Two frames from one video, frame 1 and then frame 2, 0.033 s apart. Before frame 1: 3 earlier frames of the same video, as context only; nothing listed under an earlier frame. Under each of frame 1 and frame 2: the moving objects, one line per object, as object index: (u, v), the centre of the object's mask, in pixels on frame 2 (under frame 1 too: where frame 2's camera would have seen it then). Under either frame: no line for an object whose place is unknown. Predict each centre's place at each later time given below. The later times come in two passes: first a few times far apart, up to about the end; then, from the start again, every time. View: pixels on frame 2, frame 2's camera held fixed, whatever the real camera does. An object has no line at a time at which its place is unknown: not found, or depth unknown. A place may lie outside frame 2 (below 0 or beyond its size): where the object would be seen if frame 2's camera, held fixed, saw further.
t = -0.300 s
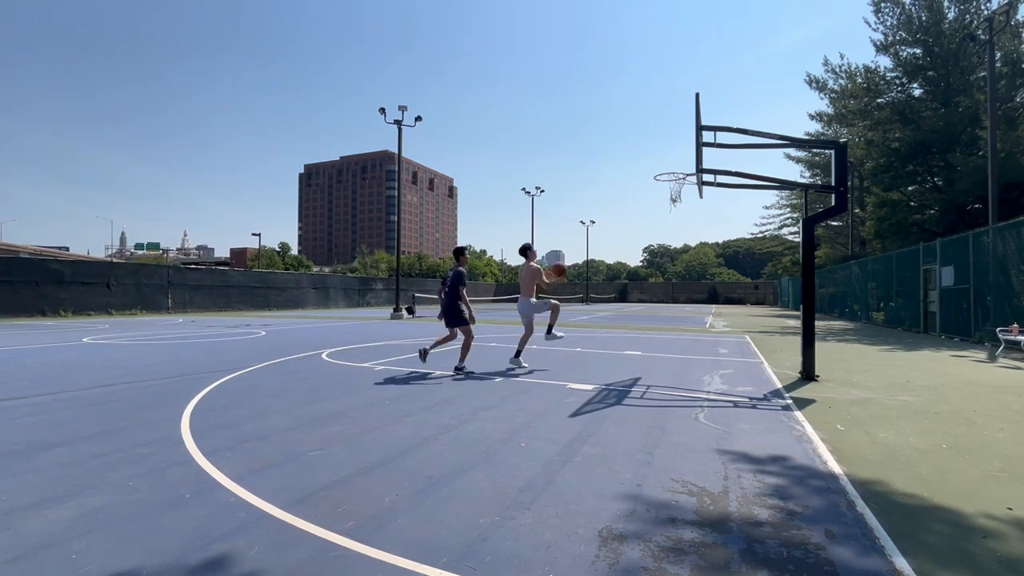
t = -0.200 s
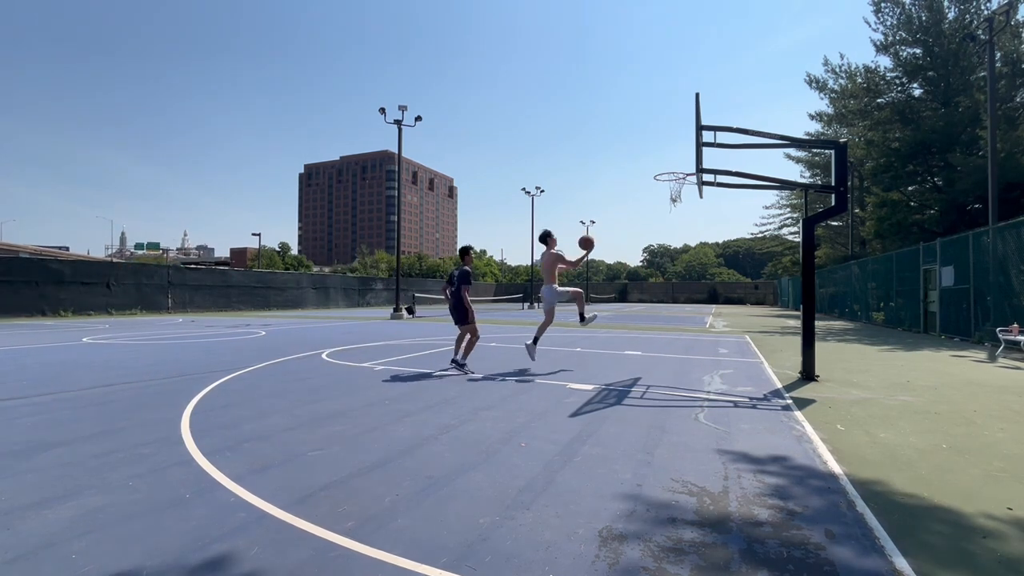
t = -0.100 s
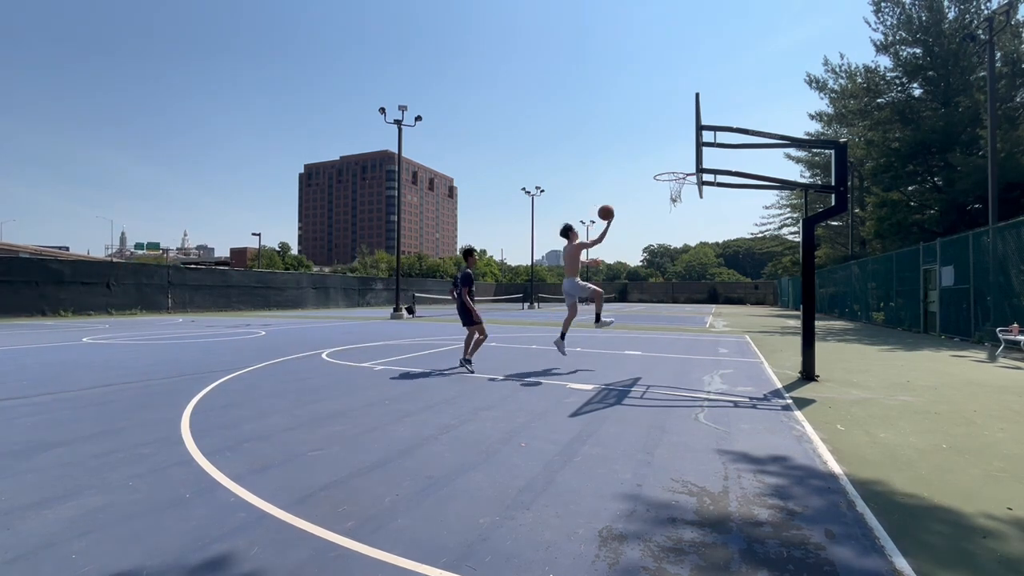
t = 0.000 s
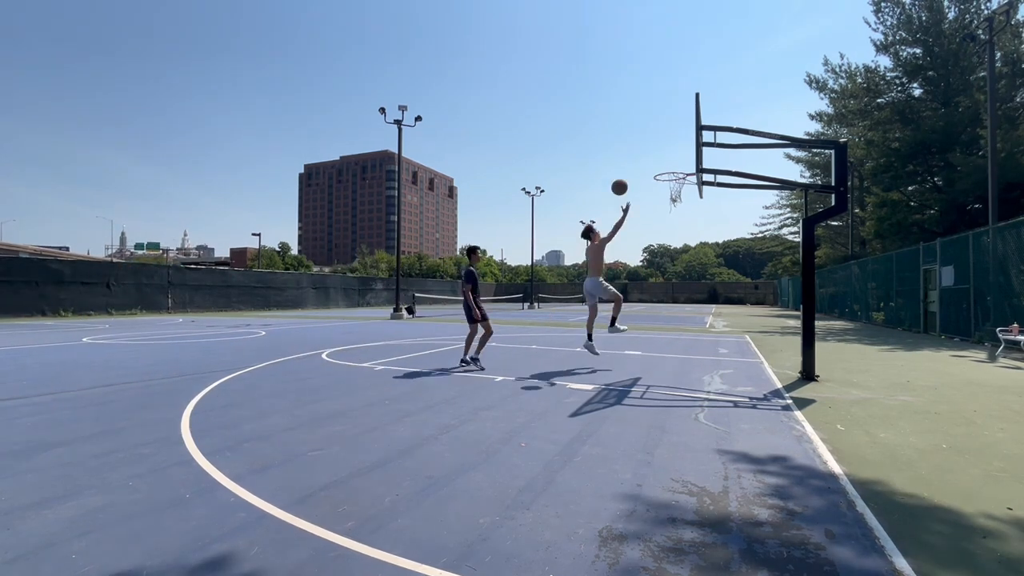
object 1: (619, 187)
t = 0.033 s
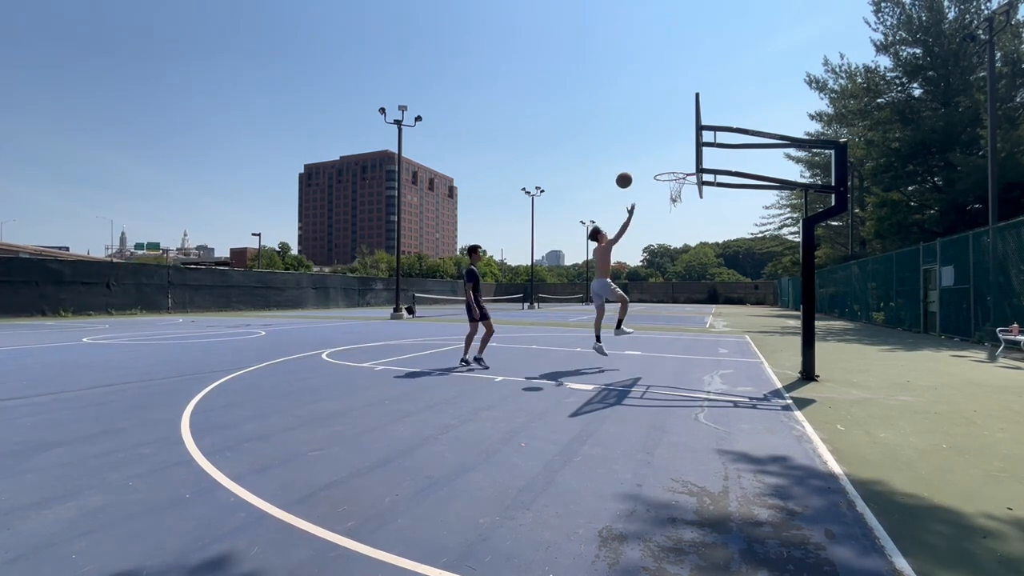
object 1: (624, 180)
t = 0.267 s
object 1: (655, 151)
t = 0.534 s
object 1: (687, 161)
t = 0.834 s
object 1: (663, 163)
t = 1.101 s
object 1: (645, 169)
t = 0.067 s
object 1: (628, 174)
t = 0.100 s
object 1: (633, 168)
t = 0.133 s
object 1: (637, 163)
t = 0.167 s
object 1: (642, 159)
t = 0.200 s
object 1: (646, 156)
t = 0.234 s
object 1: (651, 153)
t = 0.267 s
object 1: (655, 151)
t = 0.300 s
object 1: (660, 150)
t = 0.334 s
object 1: (664, 150)
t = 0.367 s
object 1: (669, 150)
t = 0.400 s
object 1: (673, 151)
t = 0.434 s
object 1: (678, 152)
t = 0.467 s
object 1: (682, 155)
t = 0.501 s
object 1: (686, 158)
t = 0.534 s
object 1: (687, 161)
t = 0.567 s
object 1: (684, 164)
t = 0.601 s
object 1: (681, 163)
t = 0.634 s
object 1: (679, 161)
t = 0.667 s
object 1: (676, 159)
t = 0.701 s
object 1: (673, 158)
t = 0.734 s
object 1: (671, 158)
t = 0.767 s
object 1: (668, 159)
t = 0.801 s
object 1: (666, 161)
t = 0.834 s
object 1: (663, 163)
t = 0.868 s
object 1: (660, 165)
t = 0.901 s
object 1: (658, 166)
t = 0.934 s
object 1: (656, 165)
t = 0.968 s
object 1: (653, 164)
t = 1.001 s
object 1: (651, 164)
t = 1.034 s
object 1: (649, 165)
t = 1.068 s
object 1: (647, 166)
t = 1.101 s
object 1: (645, 169)
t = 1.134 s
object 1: (643, 171)
